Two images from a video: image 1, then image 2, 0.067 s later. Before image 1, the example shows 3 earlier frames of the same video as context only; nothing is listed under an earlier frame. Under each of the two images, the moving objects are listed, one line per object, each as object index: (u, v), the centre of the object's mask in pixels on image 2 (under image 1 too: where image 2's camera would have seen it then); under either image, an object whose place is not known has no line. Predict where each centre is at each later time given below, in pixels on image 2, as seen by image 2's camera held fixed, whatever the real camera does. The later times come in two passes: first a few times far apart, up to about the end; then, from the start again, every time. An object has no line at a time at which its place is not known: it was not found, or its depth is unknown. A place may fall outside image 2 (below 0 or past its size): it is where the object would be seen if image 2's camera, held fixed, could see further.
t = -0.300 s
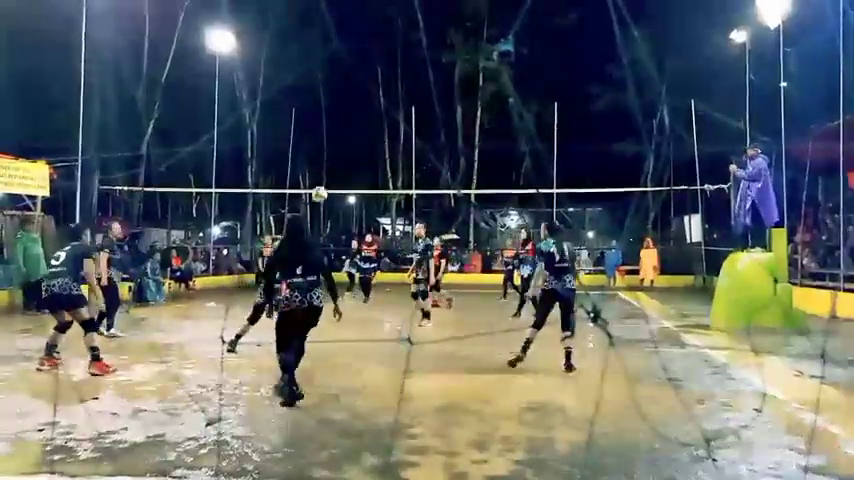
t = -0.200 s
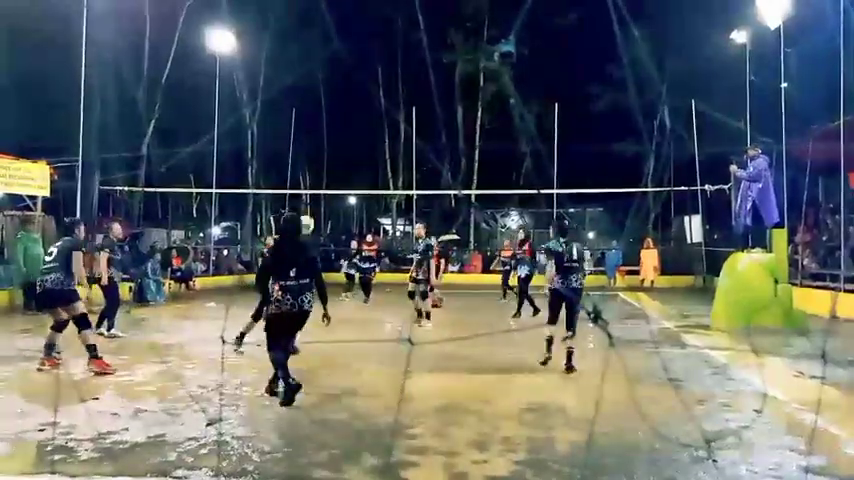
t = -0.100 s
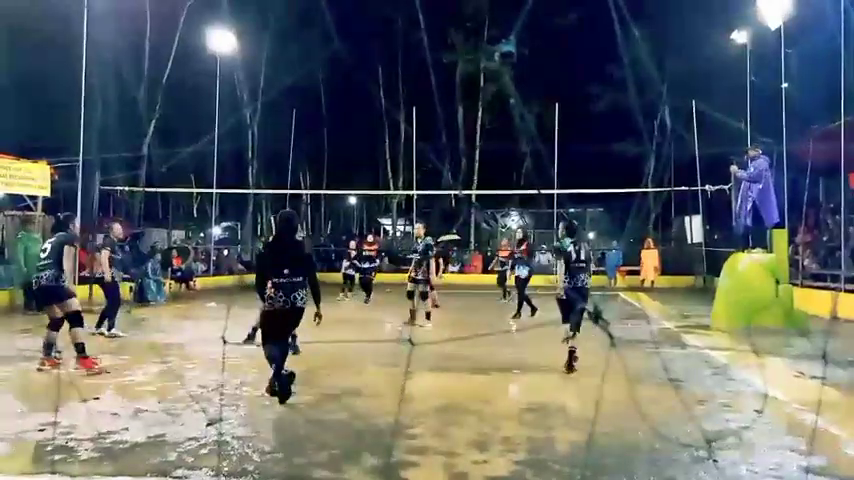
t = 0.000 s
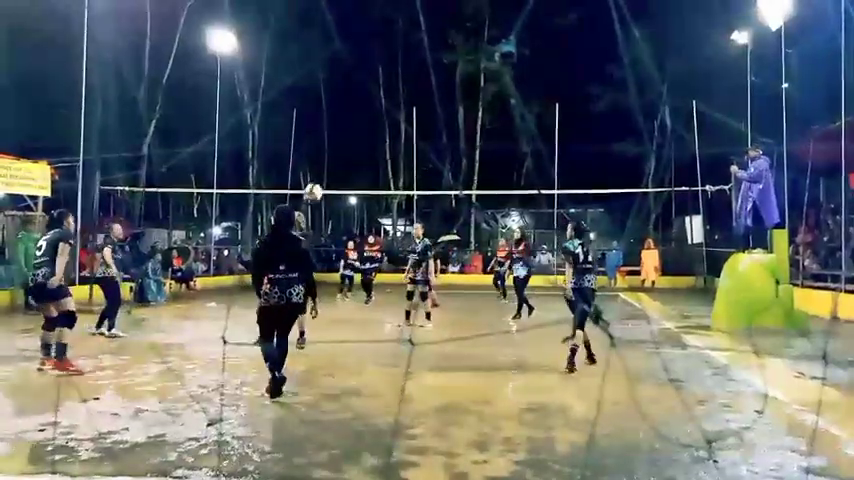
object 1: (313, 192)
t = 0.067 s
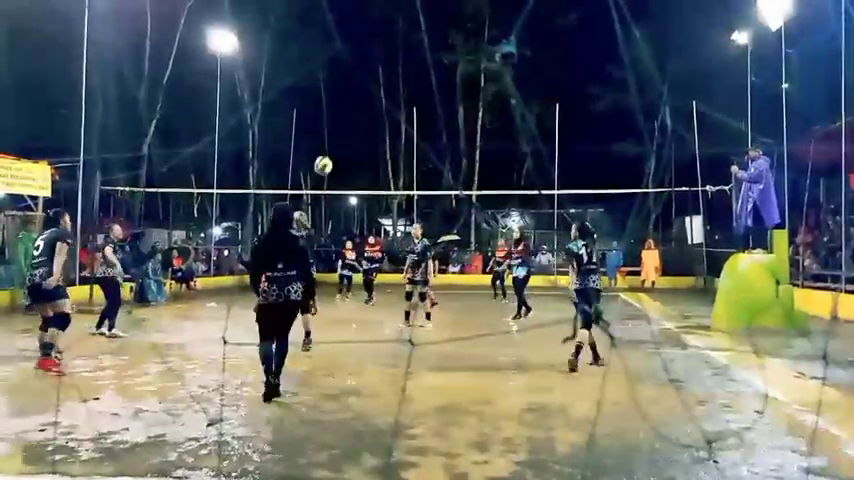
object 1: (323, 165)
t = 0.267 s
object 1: (350, 106)
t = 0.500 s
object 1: (379, 79)
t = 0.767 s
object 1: (408, 98)
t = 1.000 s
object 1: (432, 155)
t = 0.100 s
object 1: (327, 153)
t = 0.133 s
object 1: (332, 141)
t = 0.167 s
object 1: (337, 131)
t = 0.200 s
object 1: (341, 122)
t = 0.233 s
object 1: (346, 113)
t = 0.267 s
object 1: (350, 106)
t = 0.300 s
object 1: (354, 99)
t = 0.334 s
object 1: (359, 94)
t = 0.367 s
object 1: (363, 89)
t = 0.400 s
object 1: (367, 85)
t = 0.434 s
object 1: (371, 82)
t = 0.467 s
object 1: (375, 80)
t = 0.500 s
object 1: (379, 79)
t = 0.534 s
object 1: (383, 78)
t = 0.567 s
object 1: (386, 79)
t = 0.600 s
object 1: (390, 80)
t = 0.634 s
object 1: (394, 82)
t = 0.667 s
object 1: (398, 85)
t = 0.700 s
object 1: (402, 88)
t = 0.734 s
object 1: (405, 93)
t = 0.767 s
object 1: (408, 98)
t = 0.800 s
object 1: (412, 104)
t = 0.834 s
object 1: (416, 111)
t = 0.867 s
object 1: (419, 117)
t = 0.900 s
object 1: (423, 126)
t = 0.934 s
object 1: (426, 135)
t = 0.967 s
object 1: (429, 145)
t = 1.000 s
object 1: (432, 155)
